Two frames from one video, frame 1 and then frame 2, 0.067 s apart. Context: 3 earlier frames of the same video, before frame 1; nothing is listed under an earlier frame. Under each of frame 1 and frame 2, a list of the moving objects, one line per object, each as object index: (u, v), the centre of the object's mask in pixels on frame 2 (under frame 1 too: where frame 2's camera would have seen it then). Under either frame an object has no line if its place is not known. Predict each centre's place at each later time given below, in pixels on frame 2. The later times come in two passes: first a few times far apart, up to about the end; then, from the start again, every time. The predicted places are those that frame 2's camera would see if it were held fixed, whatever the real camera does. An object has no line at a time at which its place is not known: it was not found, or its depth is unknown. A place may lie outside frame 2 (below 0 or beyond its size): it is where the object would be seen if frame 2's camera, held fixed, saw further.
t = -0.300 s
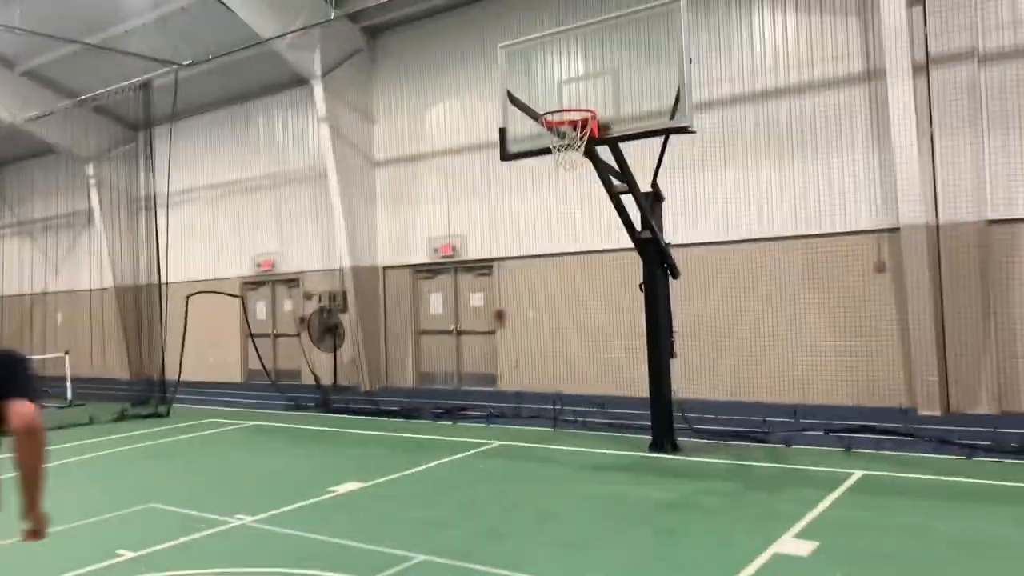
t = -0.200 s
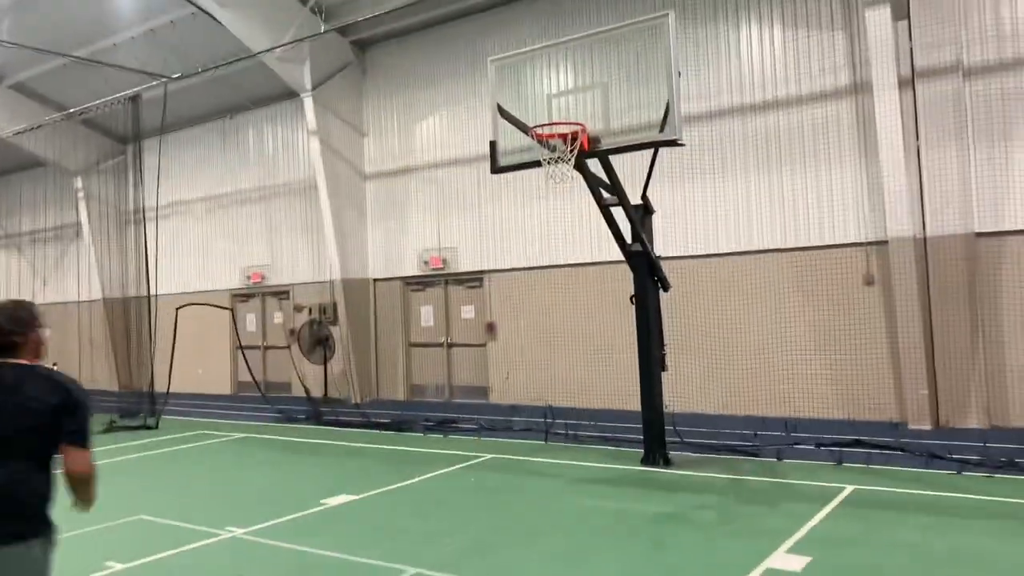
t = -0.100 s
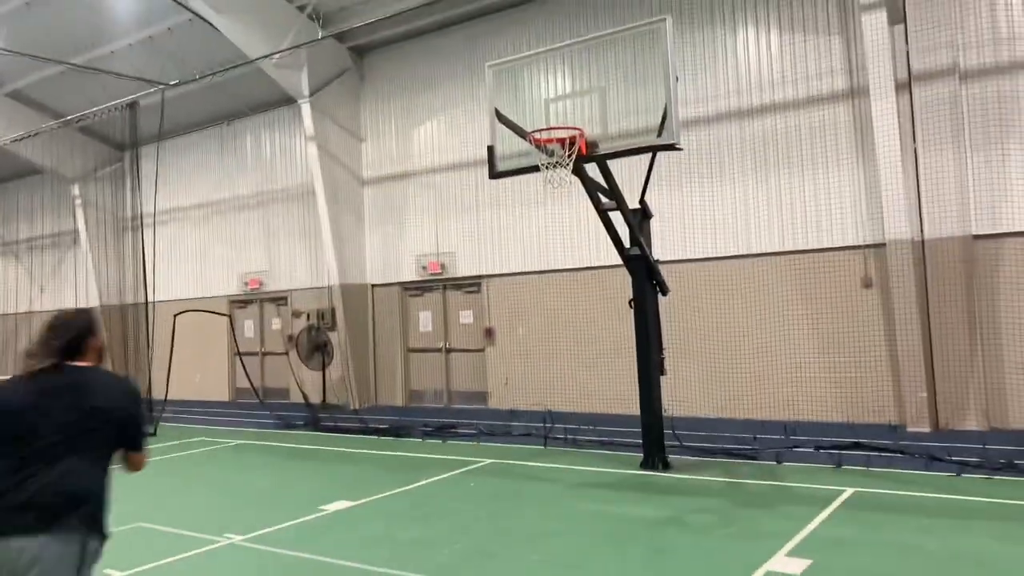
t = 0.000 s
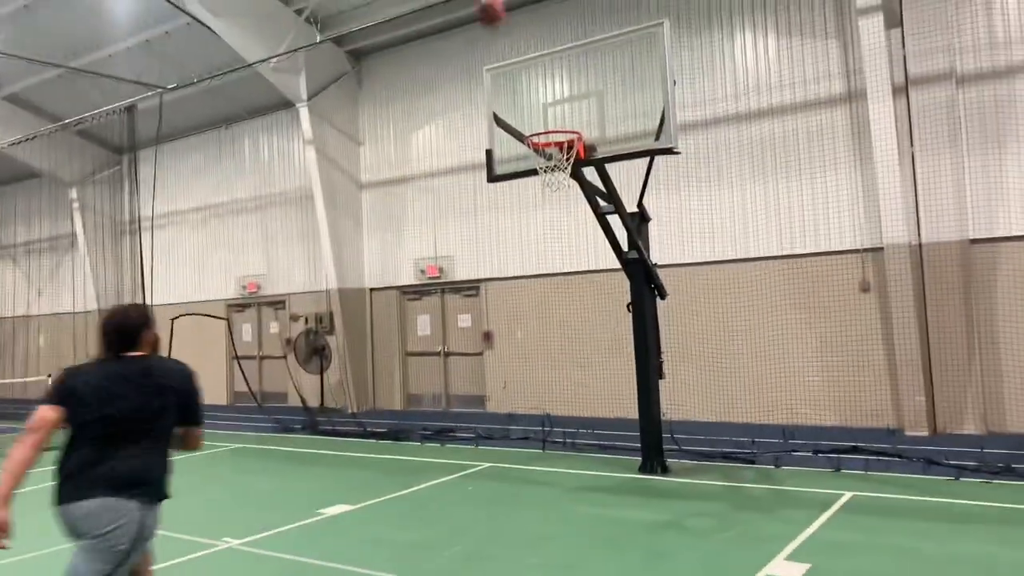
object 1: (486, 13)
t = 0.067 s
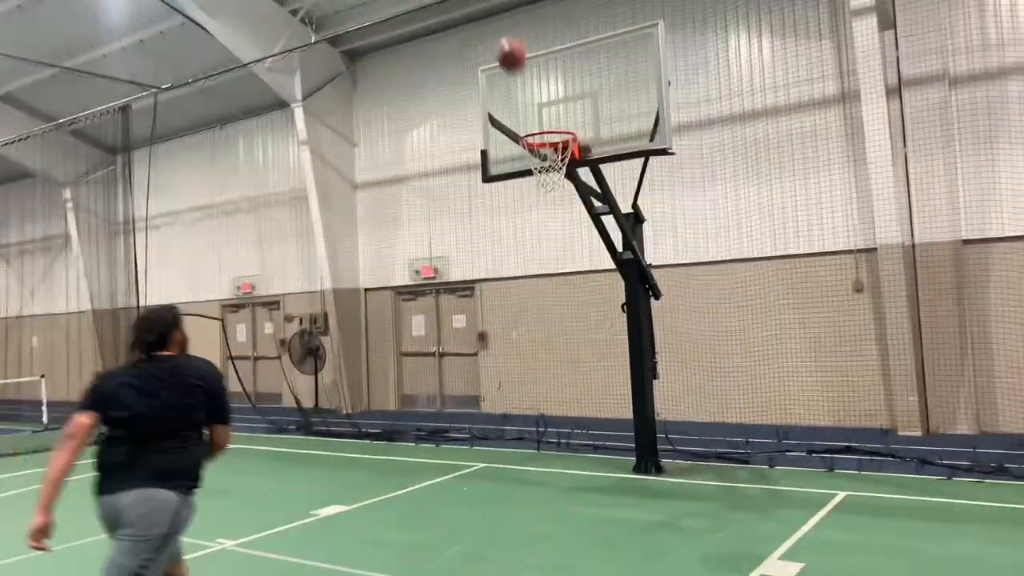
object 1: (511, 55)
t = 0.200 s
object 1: (553, 117)
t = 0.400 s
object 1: (560, 23)
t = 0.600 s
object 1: (563, -14)
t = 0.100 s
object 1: (524, 78)
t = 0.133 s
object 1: (536, 104)
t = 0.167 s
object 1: (547, 123)
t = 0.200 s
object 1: (553, 117)
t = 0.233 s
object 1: (558, 96)
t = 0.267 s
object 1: (560, 77)
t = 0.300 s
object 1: (560, 61)
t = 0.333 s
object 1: (560, 47)
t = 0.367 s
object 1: (560, 35)
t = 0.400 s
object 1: (560, 23)
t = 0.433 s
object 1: (560, 13)
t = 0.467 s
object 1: (560, 3)
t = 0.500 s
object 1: (560, -3)
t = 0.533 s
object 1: (561, -7)
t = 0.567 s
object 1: (562, -11)
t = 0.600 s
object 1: (563, -14)
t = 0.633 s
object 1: (563, -15)
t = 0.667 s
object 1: (563, -16)
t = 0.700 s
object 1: (564, -18)
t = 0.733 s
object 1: (565, -18)
